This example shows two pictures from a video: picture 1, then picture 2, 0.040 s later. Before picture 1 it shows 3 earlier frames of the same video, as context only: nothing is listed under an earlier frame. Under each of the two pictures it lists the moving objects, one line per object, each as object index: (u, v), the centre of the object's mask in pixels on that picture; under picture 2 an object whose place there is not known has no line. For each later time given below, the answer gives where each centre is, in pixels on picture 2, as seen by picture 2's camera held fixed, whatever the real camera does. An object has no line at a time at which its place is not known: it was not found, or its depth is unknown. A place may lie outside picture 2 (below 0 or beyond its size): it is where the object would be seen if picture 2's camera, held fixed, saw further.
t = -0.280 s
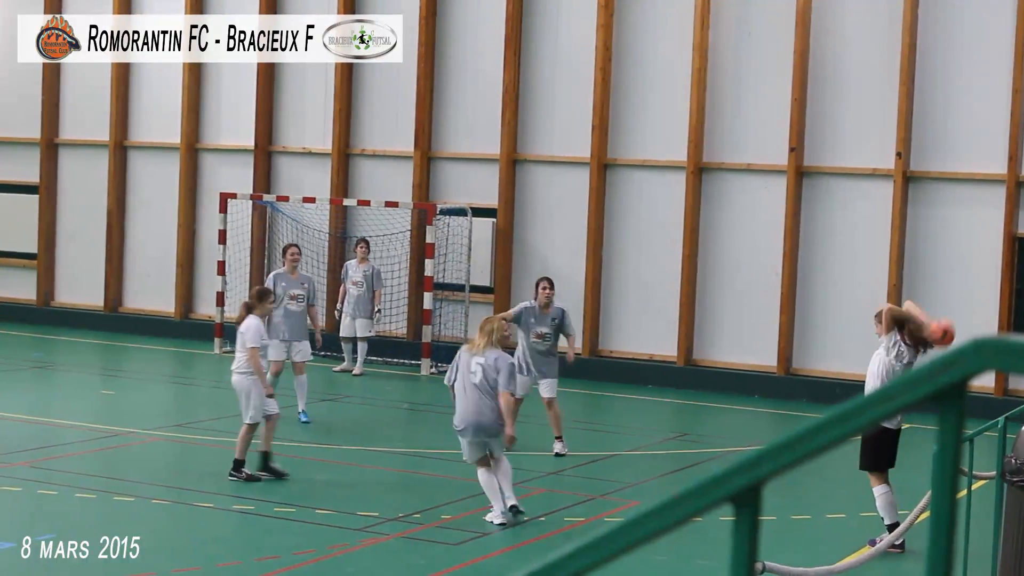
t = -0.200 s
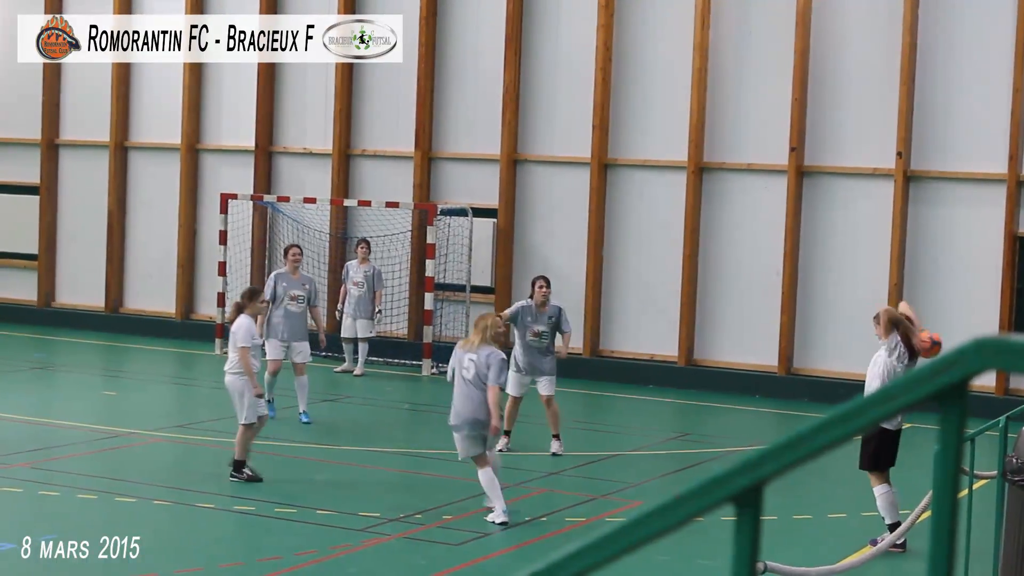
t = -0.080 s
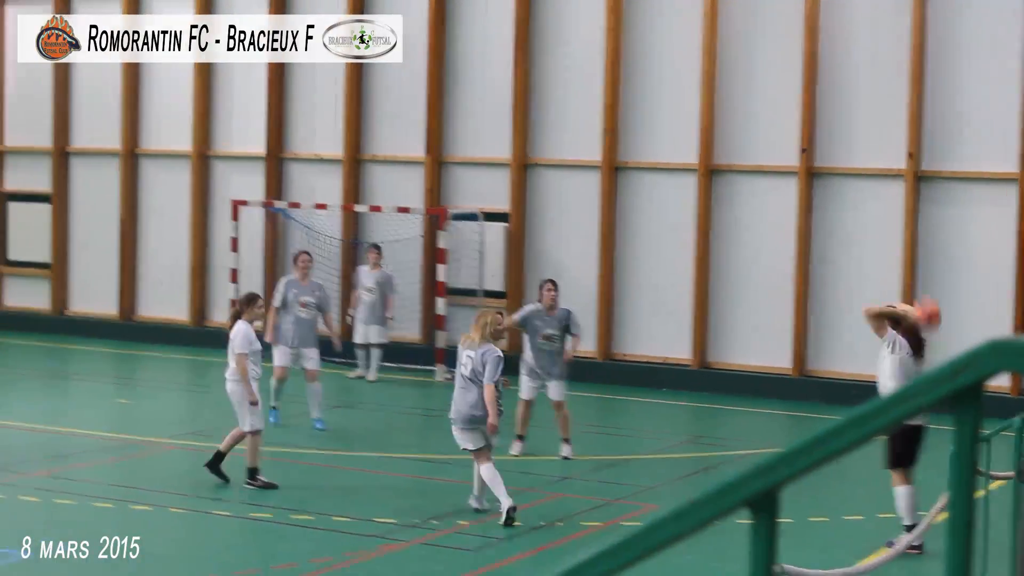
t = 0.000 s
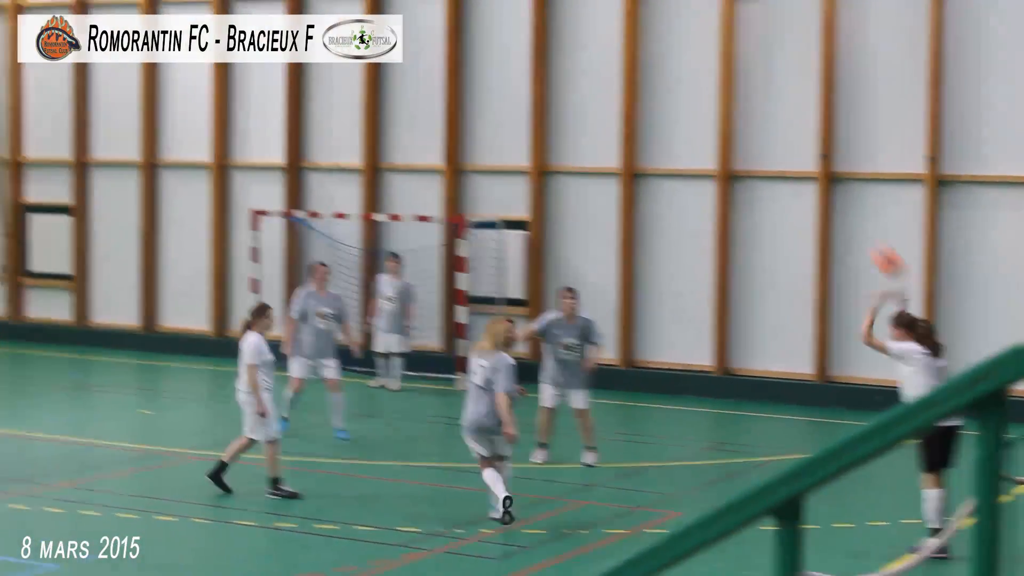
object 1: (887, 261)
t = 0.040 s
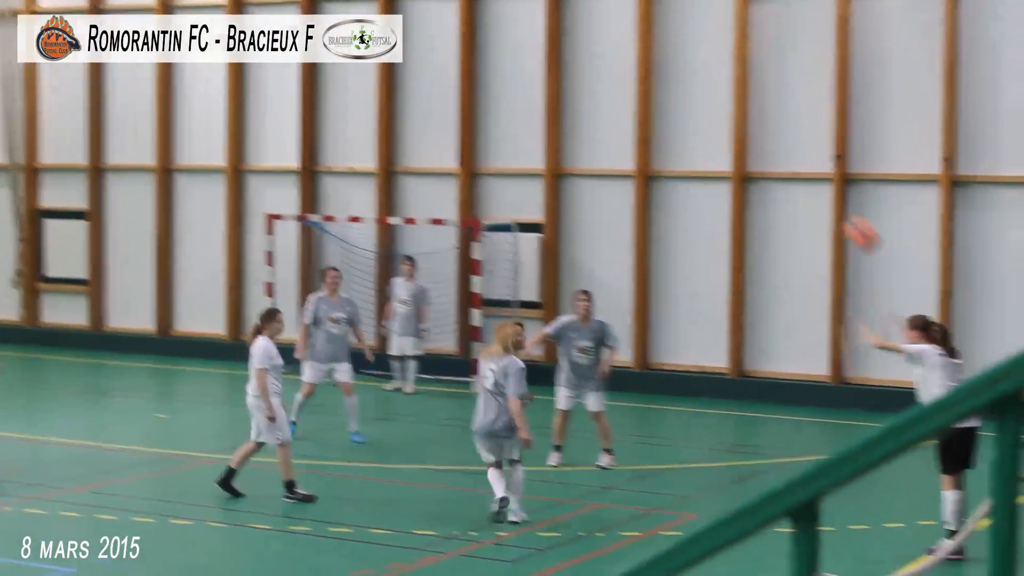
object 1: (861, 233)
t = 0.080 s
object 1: (823, 209)
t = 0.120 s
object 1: (786, 188)
